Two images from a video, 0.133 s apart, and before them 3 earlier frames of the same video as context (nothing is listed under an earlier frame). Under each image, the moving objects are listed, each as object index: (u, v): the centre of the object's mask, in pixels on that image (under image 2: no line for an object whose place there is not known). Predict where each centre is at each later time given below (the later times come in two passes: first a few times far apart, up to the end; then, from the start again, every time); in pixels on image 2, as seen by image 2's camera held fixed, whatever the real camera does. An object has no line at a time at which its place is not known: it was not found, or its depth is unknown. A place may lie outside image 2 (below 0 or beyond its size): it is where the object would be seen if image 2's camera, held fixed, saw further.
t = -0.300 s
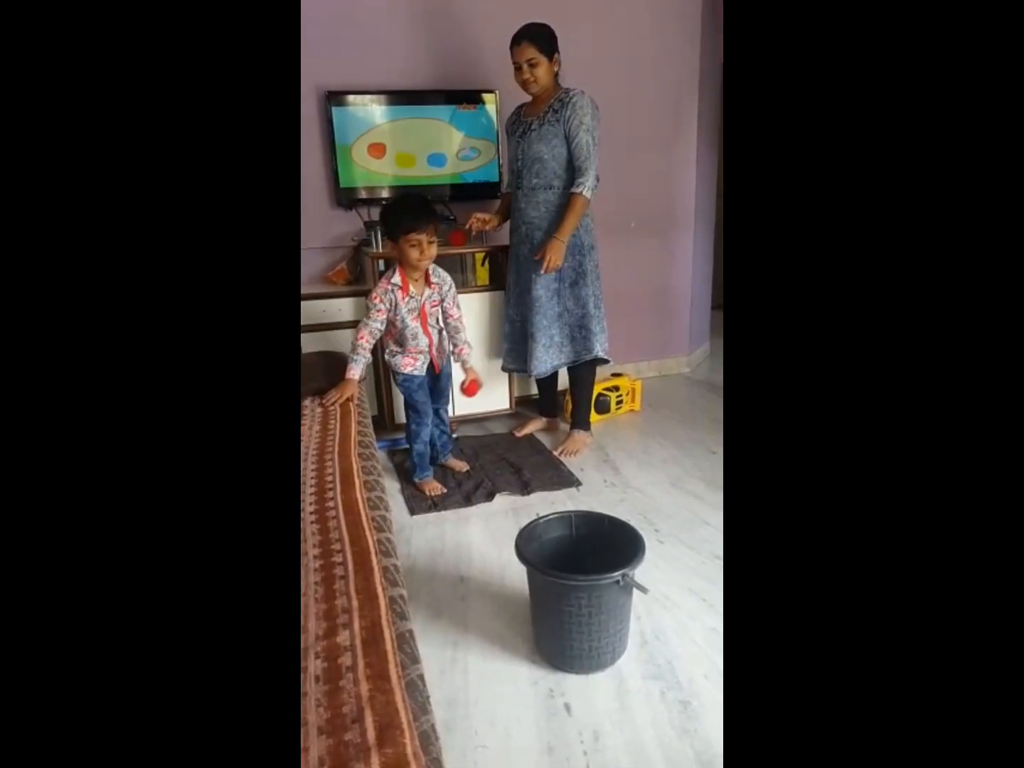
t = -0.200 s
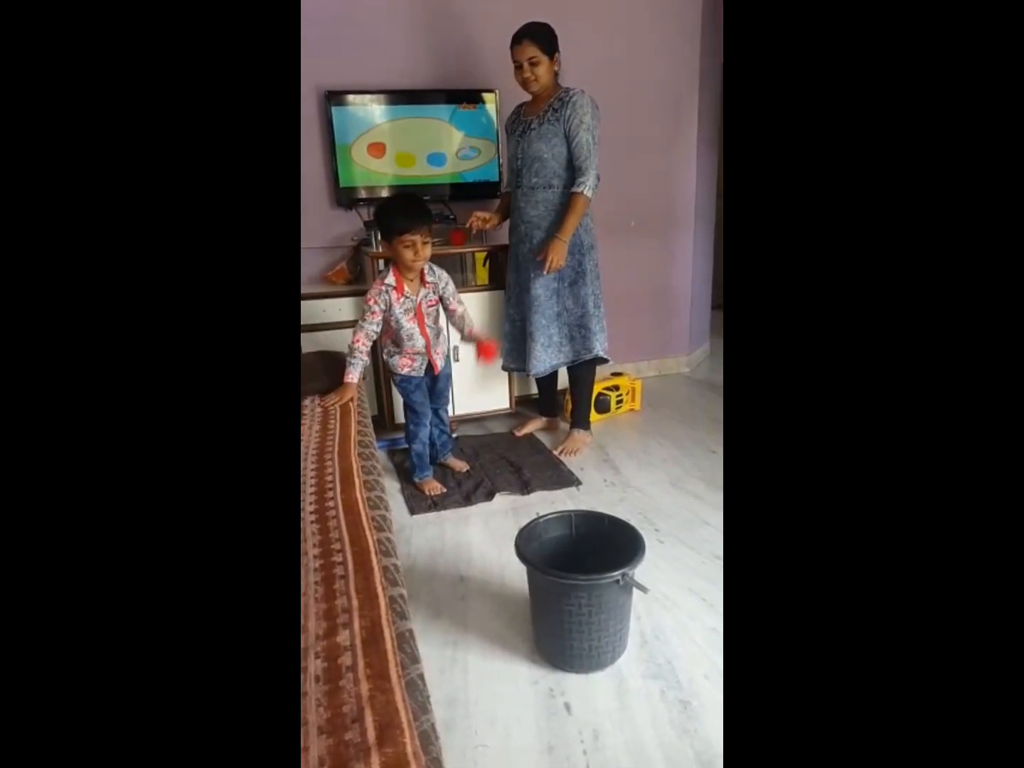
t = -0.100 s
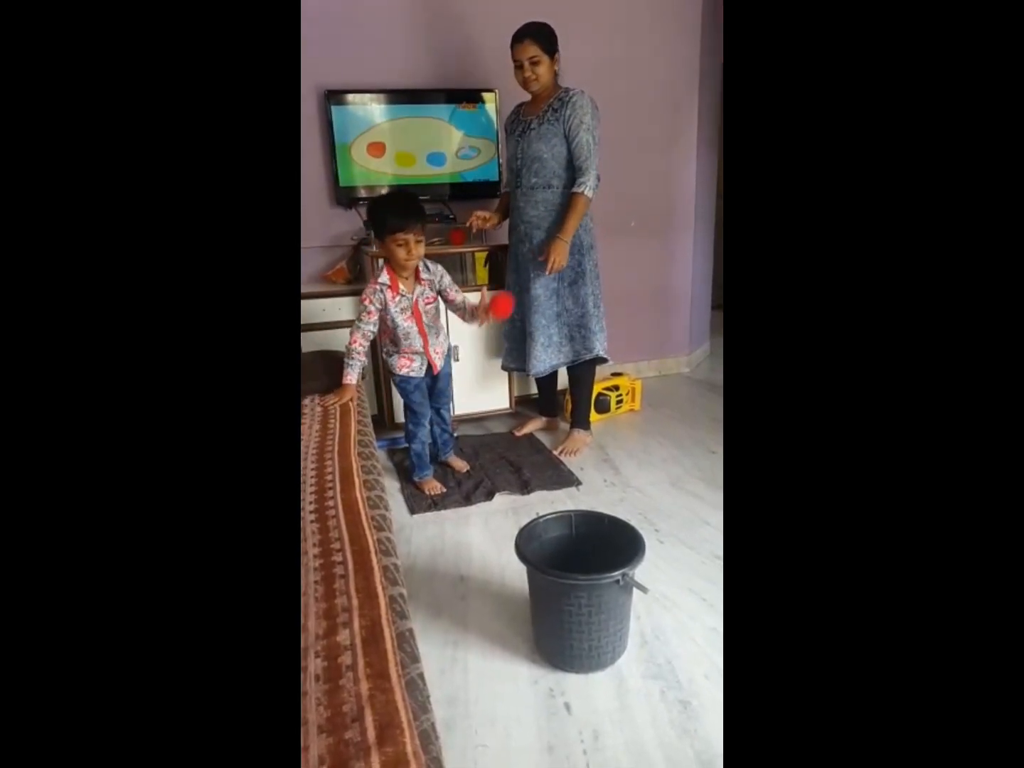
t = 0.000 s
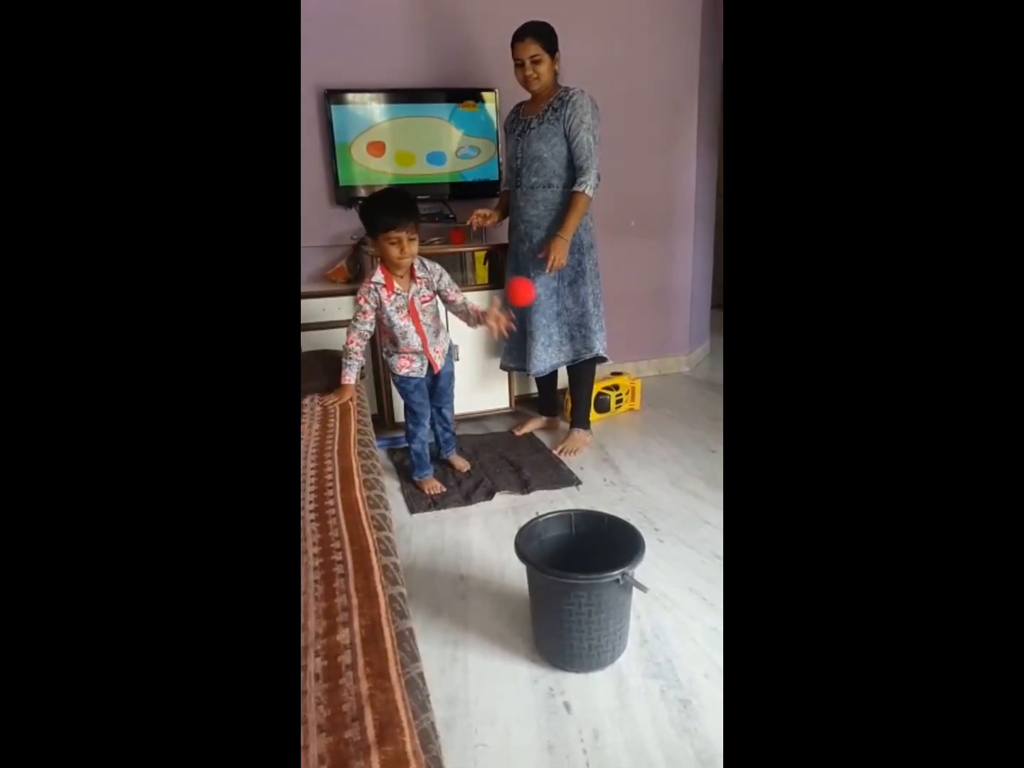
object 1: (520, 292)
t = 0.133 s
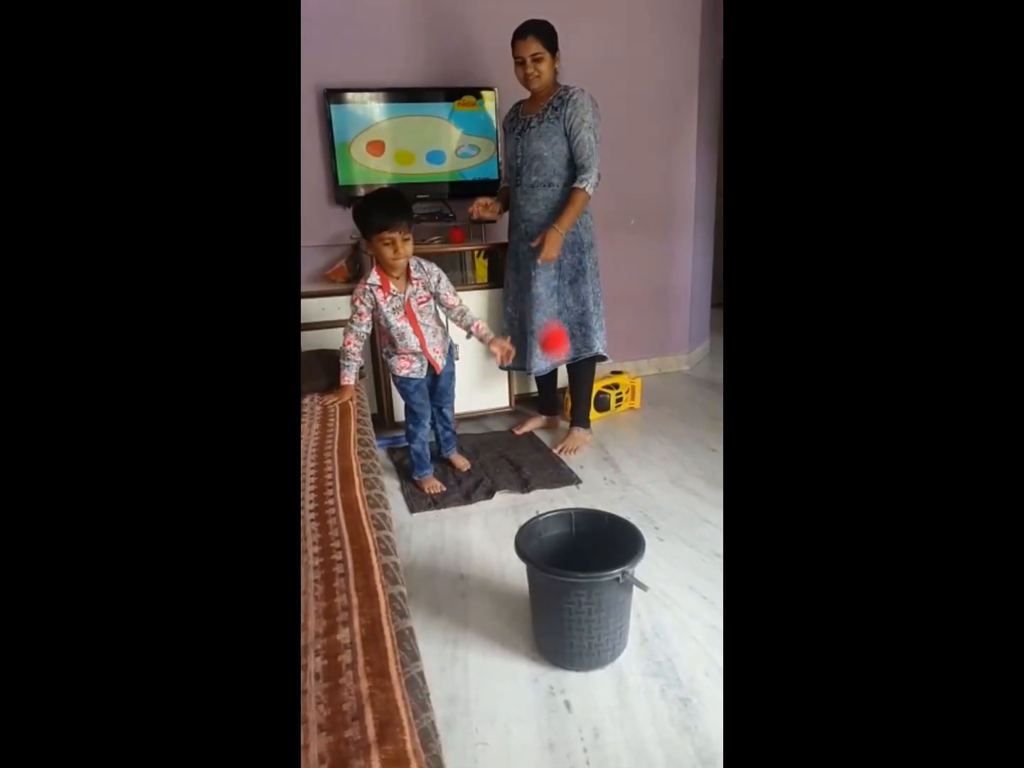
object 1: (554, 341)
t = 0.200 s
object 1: (573, 402)
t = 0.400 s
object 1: (629, 729)
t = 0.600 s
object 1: (651, 687)
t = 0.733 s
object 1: (664, 757)
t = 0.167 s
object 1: (564, 372)
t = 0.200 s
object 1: (573, 402)
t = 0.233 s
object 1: (581, 438)
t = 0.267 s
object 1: (592, 492)
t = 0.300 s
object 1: (600, 541)
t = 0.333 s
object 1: (609, 589)
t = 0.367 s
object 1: (618, 651)
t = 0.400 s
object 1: (629, 729)
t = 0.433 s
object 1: (632, 719)
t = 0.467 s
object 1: (636, 704)
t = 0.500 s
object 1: (639, 692)
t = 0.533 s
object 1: (644, 685)
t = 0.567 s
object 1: (647, 683)
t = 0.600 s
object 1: (651, 687)
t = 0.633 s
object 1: (655, 697)
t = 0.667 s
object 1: (658, 713)
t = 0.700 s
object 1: (662, 736)
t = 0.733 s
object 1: (664, 757)
